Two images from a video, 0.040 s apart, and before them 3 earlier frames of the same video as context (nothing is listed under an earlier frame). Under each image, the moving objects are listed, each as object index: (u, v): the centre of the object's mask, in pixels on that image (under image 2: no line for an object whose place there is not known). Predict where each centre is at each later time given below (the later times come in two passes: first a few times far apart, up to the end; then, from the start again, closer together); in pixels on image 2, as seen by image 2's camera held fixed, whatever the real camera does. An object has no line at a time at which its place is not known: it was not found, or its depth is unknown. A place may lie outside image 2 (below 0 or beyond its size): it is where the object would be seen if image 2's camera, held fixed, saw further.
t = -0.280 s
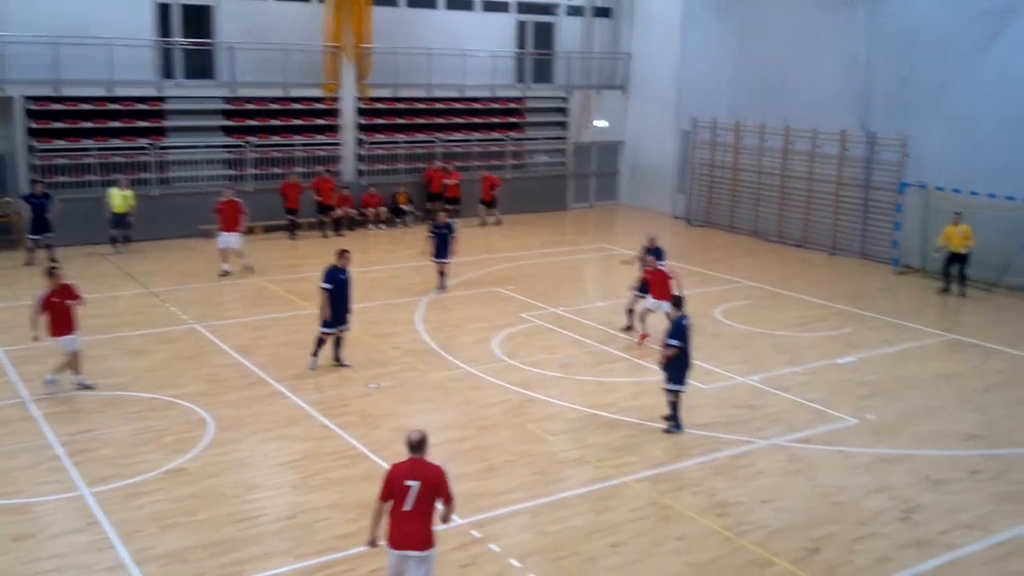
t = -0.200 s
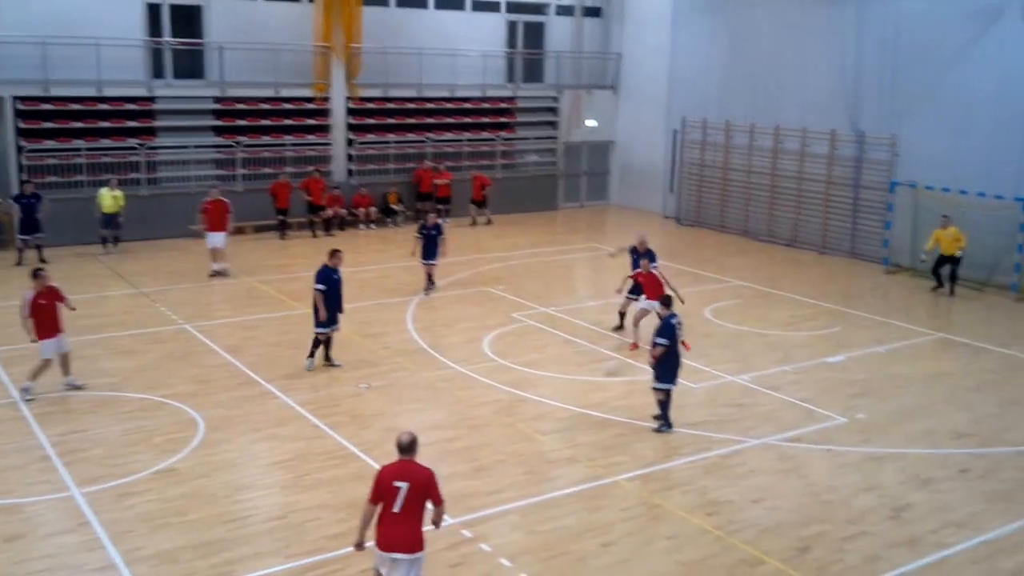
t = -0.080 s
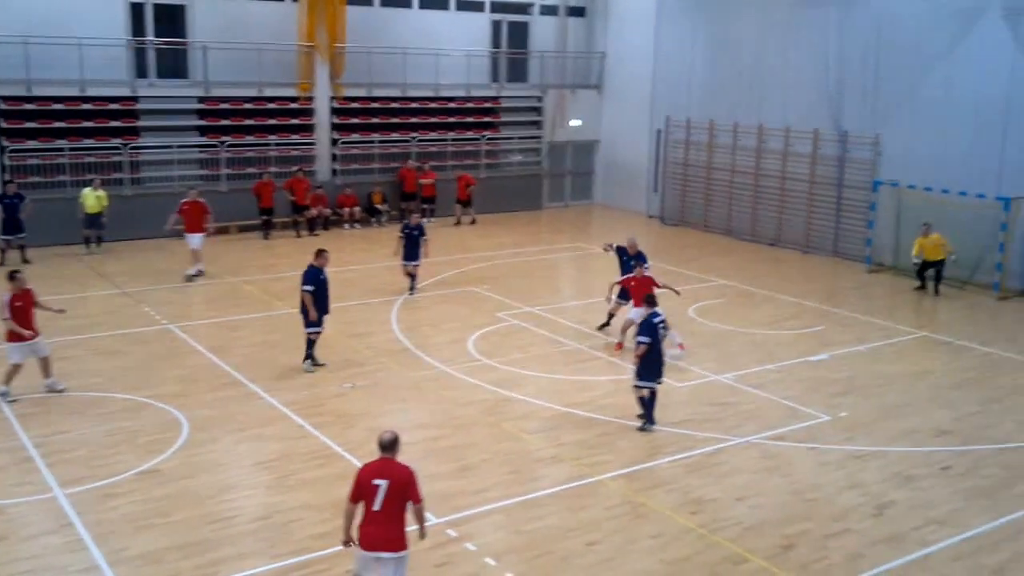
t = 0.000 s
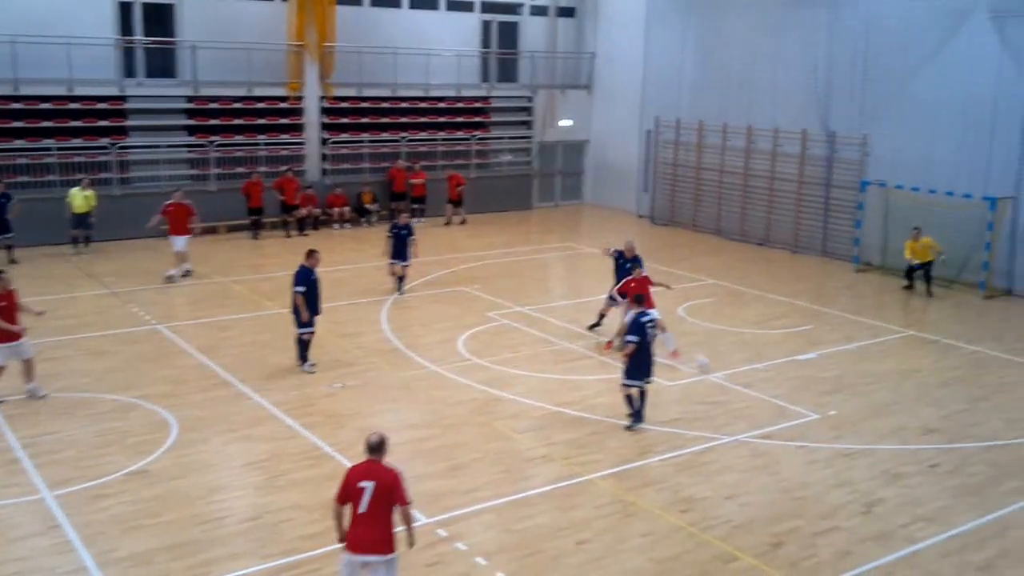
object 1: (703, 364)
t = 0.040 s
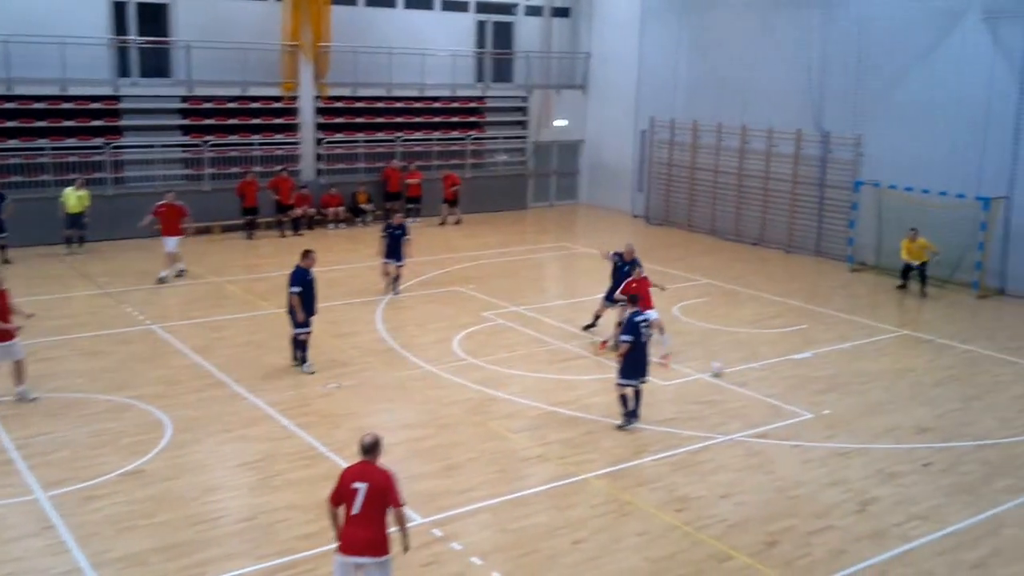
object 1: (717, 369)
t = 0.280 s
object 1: (811, 384)
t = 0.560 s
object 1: (913, 402)
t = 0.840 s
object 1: (1019, 423)
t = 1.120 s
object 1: (1135, 444)
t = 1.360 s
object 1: (1240, 463)
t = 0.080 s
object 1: (731, 369)
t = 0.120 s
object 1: (748, 371)
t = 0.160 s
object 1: (763, 372)
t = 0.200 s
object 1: (780, 375)
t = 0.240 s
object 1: (795, 379)
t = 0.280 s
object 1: (811, 384)
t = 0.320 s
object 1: (826, 385)
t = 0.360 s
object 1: (840, 386)
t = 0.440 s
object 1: (868, 395)
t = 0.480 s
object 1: (883, 398)
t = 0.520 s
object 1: (898, 400)
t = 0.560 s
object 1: (913, 402)
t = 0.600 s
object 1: (928, 405)
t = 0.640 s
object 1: (942, 408)
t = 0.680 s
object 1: (957, 411)
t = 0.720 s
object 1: (973, 414)
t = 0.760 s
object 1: (988, 416)
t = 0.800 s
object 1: (1004, 420)
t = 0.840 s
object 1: (1019, 423)
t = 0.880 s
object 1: (1036, 426)
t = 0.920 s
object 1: (1054, 429)
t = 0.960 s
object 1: (1068, 432)
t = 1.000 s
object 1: (1085, 435)
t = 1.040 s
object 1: (1102, 438)
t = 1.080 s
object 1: (1118, 440)
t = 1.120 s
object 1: (1135, 444)
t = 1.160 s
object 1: (1154, 447)
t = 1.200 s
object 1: (1170, 451)
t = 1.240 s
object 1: (1188, 454)
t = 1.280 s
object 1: (1206, 457)
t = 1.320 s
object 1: (1224, 460)
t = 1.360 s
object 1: (1240, 463)
